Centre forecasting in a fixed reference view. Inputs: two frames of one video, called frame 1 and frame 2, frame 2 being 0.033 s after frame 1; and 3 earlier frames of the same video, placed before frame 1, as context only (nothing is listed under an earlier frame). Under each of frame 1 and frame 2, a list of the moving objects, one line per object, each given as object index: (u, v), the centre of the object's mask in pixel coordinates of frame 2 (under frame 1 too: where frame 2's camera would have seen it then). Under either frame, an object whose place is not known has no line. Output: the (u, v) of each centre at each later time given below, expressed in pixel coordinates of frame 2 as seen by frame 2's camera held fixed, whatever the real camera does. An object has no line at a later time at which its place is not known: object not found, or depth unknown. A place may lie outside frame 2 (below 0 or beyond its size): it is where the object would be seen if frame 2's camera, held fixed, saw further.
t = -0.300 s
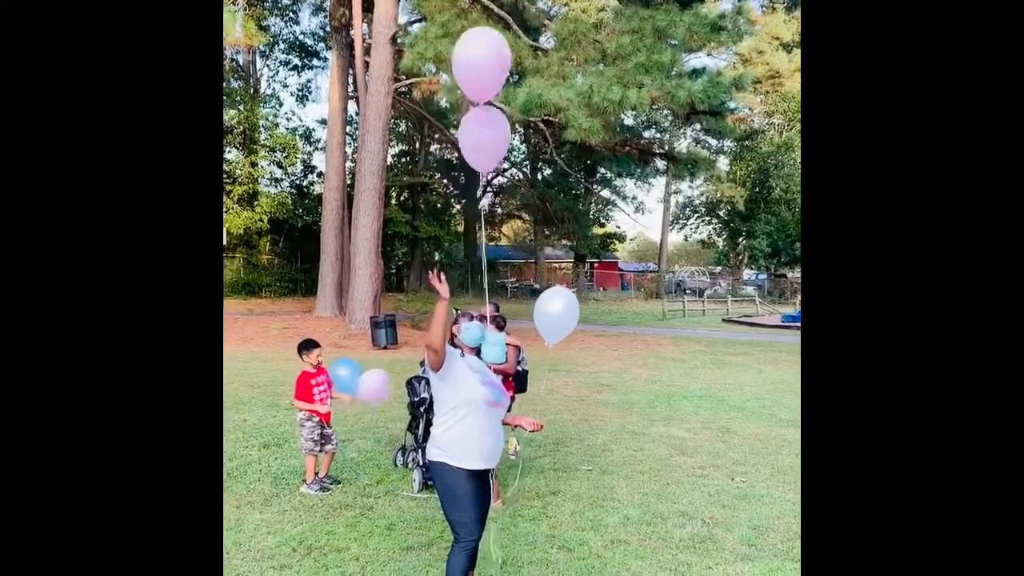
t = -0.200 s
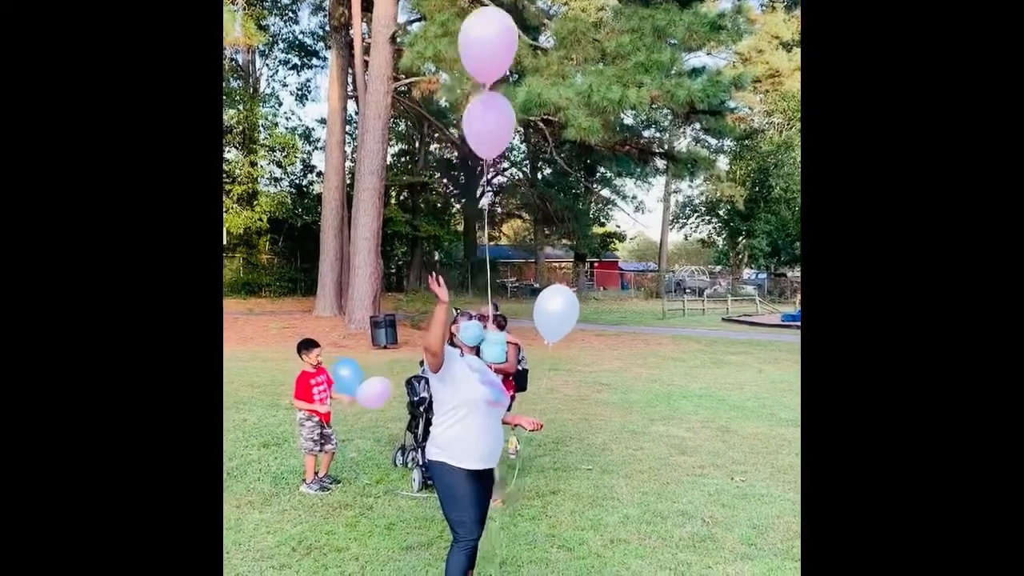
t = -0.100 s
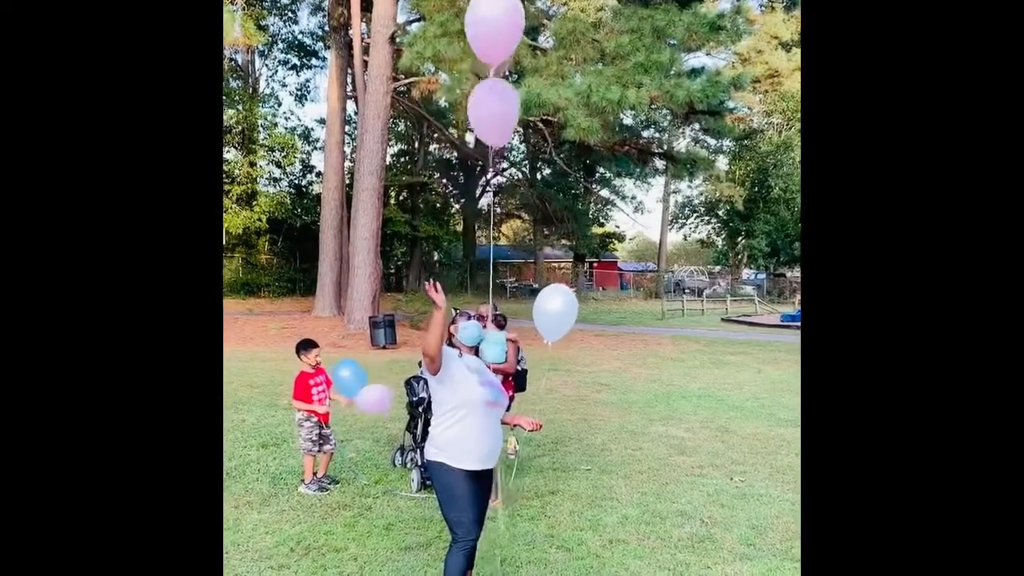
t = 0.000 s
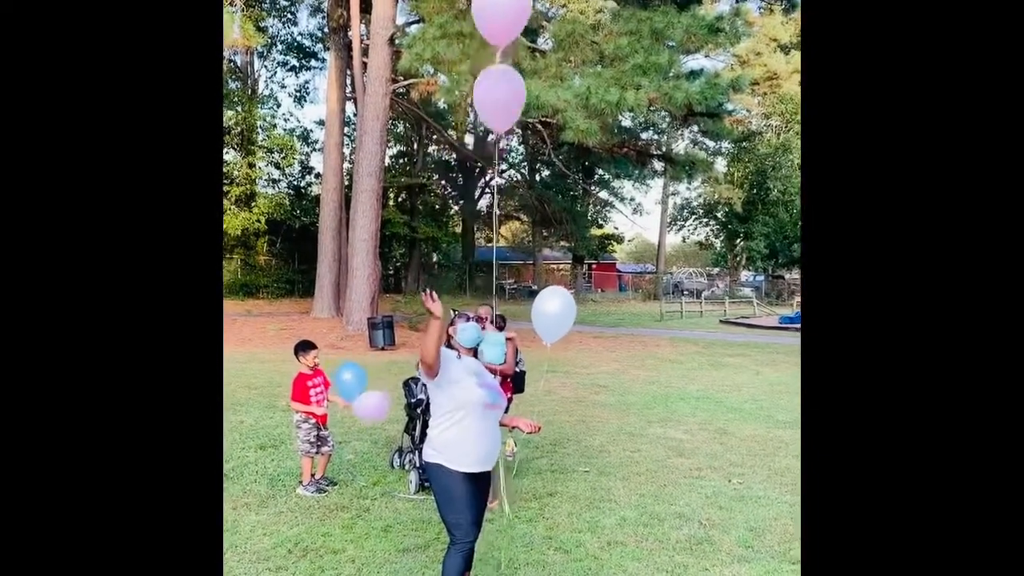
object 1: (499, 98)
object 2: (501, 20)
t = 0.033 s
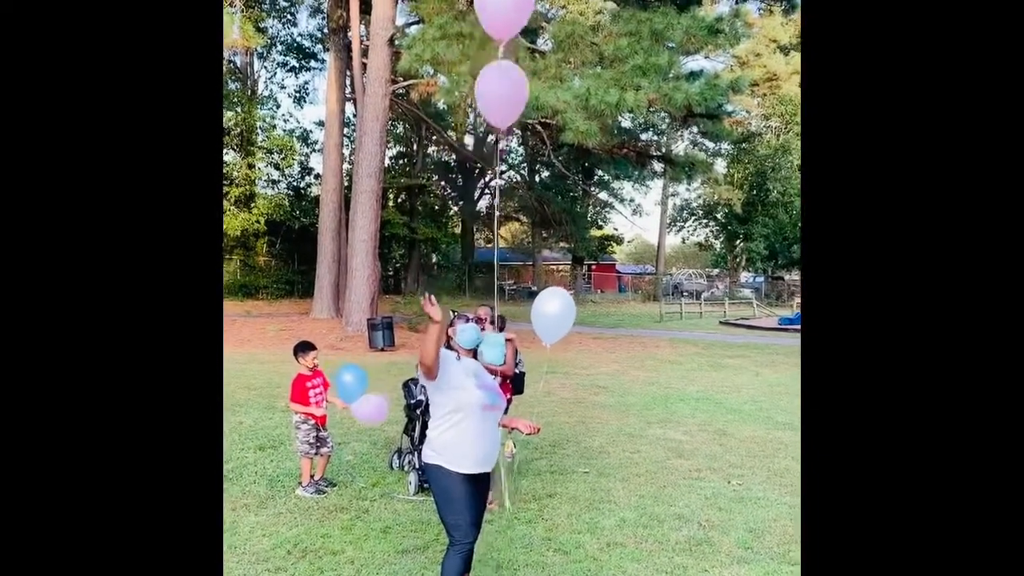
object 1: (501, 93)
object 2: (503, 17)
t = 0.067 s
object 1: (504, 88)
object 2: (506, 13)
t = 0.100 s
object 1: (506, 83)
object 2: (508, 9)
